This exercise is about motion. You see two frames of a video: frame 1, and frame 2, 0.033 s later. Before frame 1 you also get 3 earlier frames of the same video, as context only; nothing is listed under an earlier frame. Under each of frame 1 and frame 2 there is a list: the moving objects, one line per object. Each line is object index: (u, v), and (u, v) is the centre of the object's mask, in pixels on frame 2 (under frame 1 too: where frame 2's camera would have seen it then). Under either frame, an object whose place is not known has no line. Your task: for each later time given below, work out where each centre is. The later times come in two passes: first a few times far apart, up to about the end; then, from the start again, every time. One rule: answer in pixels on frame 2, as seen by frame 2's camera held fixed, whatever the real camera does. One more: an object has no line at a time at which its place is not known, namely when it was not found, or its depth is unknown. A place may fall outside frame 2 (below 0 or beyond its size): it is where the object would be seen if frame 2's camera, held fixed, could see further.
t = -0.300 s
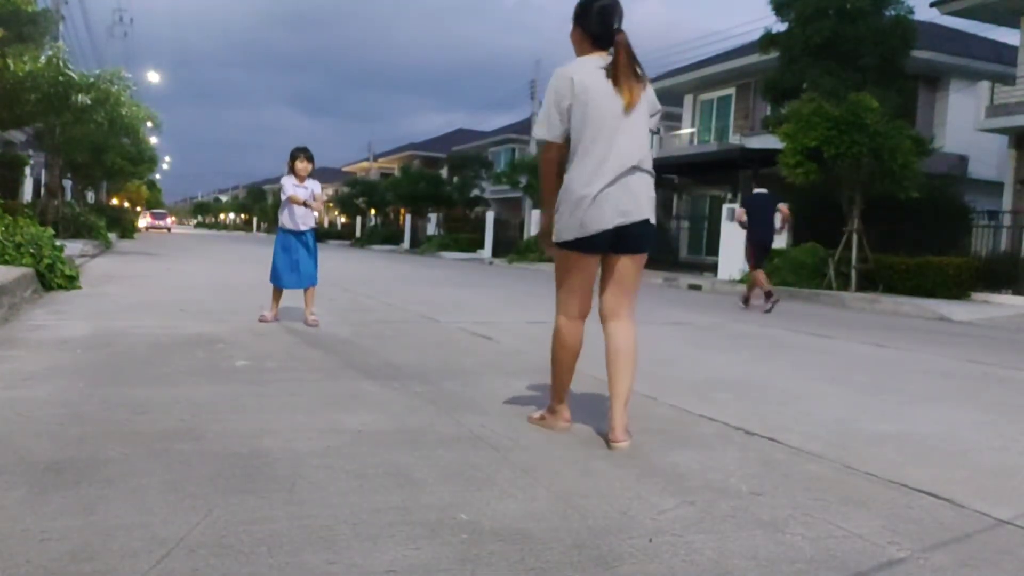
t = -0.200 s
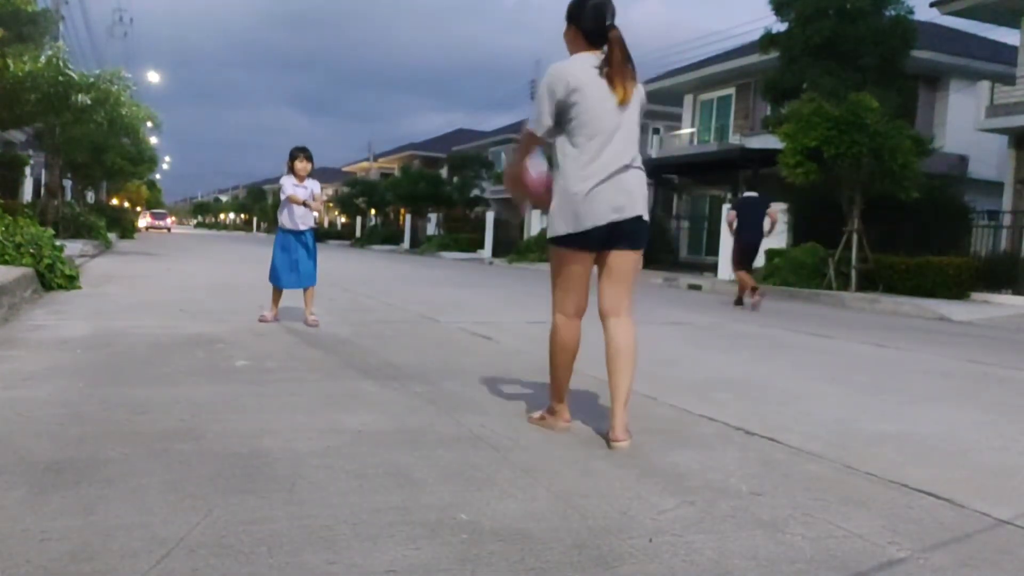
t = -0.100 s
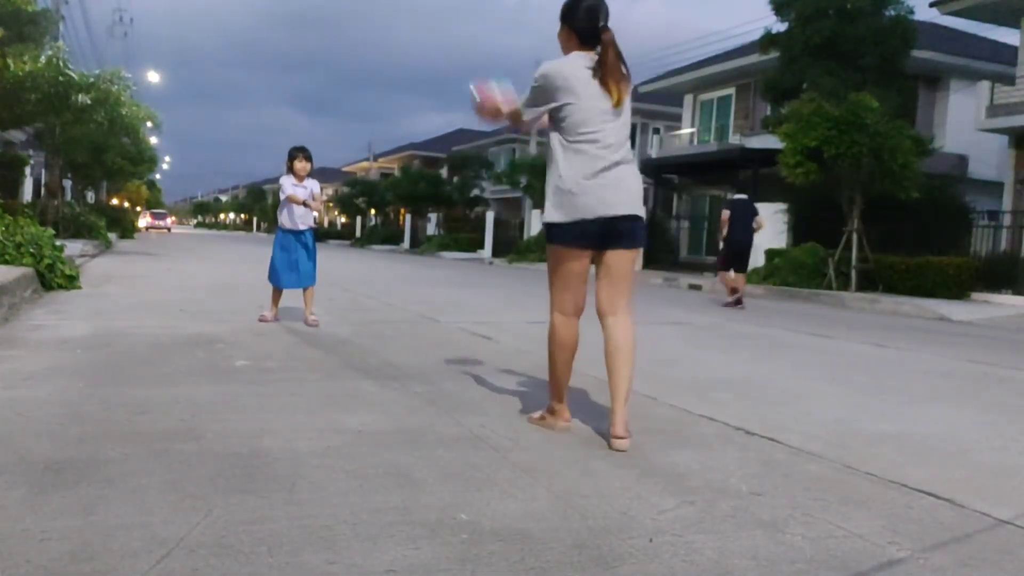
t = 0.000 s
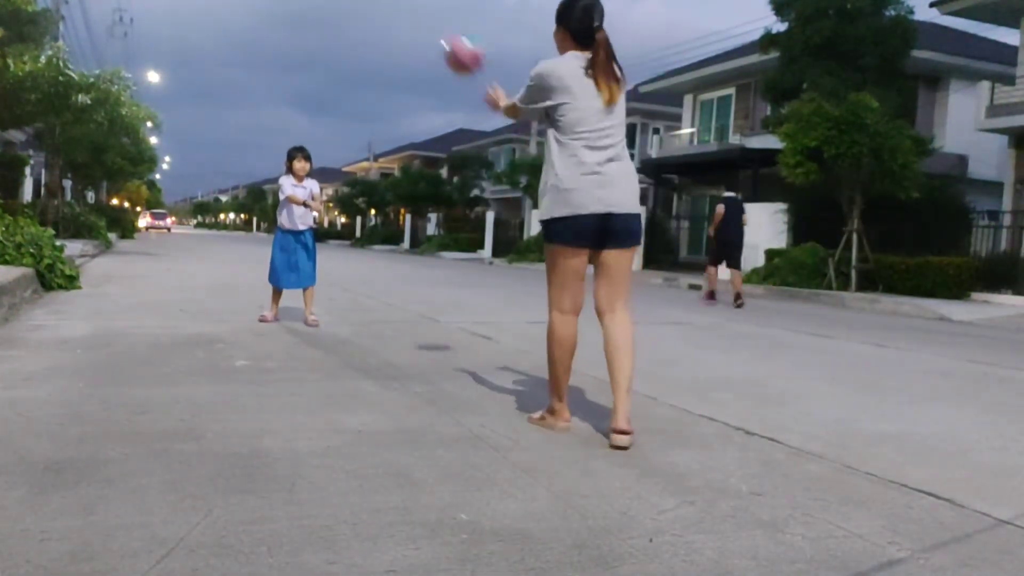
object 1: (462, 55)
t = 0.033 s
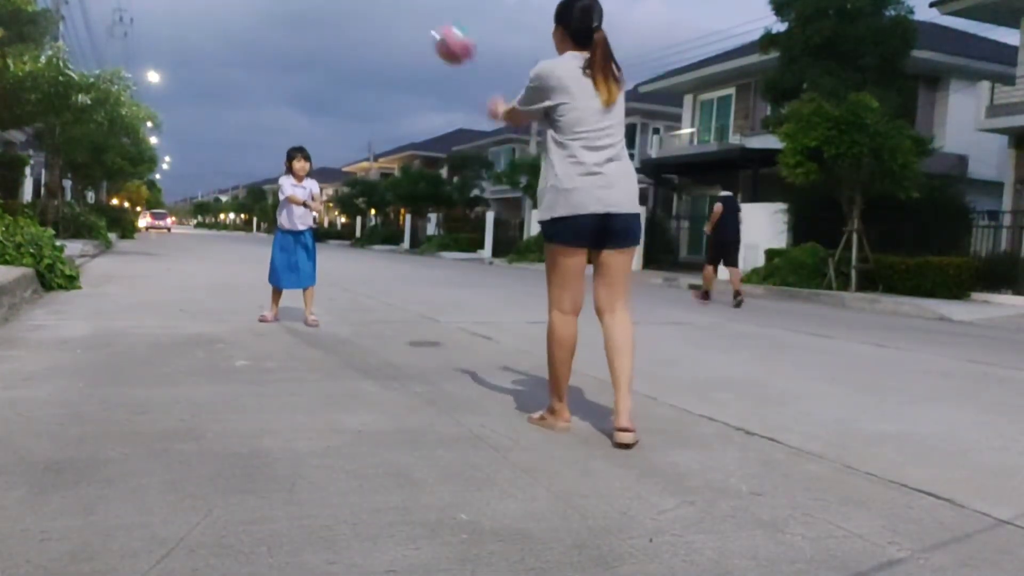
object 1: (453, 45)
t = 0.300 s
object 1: (389, 49)
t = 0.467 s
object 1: (356, 109)
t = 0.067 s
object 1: (444, 38)
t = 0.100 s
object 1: (435, 32)
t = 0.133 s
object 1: (426, 30)
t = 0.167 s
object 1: (419, 29)
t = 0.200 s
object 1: (411, 31)
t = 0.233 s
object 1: (404, 35)
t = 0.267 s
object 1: (396, 41)
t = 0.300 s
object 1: (389, 49)
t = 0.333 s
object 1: (382, 58)
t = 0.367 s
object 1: (375, 69)
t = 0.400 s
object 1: (368, 81)
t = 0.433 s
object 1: (362, 94)
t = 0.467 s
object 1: (356, 109)
